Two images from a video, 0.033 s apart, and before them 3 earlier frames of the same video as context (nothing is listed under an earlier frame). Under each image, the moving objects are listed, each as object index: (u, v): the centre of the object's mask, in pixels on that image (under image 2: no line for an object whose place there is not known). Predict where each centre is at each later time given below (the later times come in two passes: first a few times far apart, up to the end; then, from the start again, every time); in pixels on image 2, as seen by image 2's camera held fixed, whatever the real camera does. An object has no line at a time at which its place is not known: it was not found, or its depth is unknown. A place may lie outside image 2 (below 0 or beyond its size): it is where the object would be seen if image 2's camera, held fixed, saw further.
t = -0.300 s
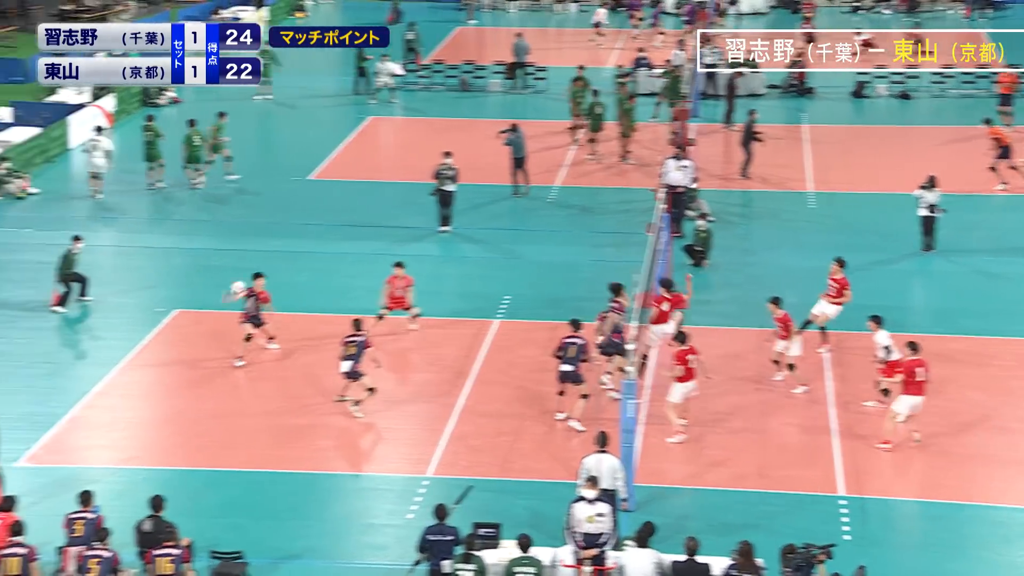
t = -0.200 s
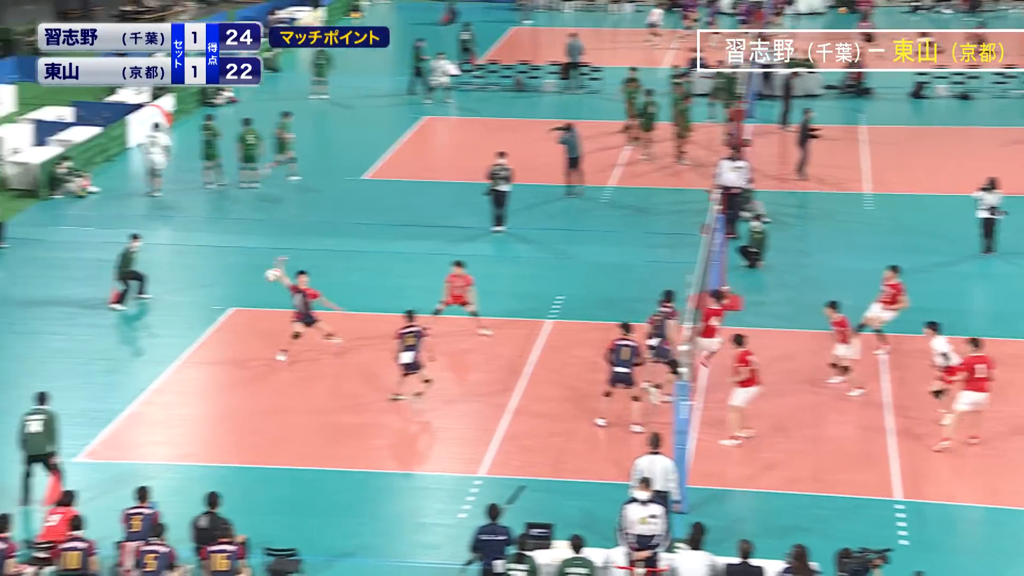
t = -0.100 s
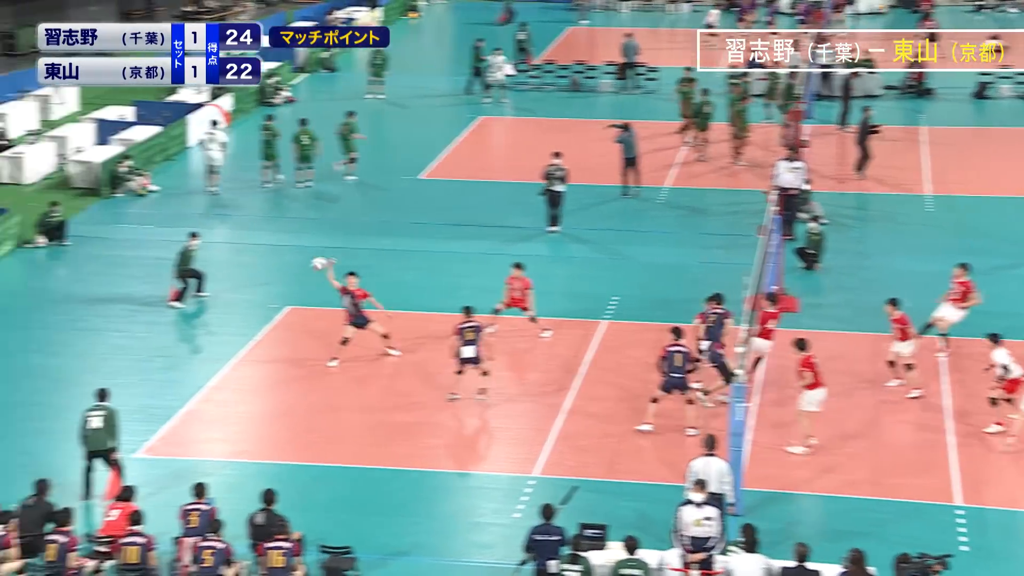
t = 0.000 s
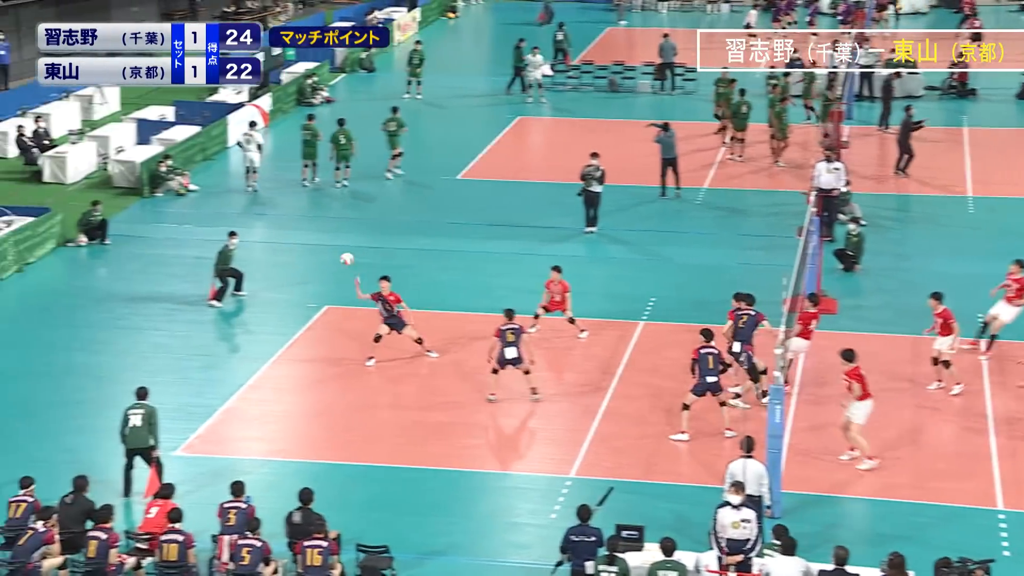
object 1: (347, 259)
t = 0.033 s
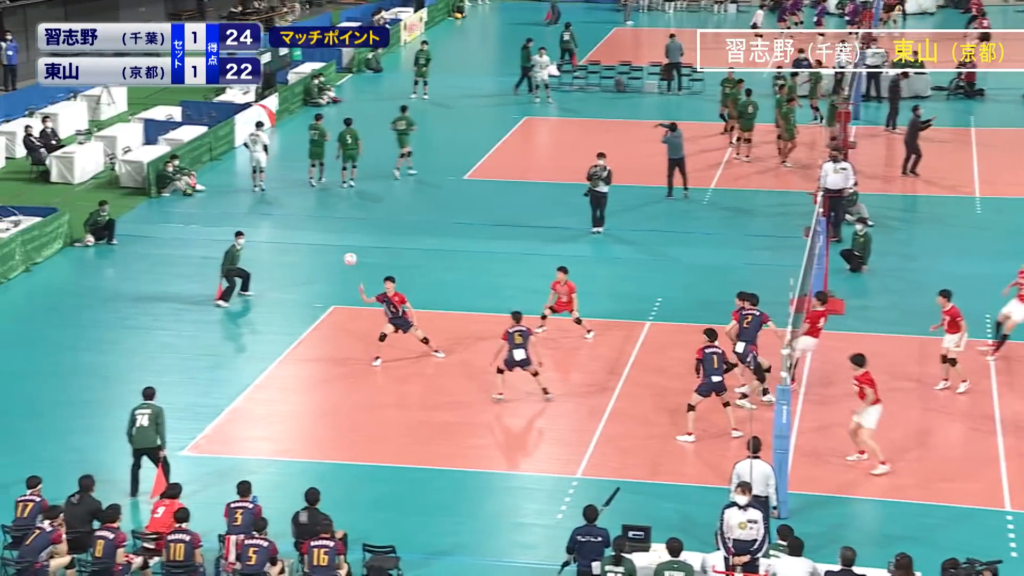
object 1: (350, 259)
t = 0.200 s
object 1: (334, 268)
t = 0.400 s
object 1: (315, 301)
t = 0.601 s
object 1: (294, 359)
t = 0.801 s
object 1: (273, 431)
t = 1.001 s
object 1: (276, 395)
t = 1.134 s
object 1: (278, 385)
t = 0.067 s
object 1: (347, 260)
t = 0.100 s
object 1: (344, 260)
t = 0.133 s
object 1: (341, 262)
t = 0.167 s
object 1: (337, 265)
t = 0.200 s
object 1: (334, 268)
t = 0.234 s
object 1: (331, 272)
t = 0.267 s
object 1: (328, 276)
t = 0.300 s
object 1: (325, 282)
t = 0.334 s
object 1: (321, 288)
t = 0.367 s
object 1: (318, 294)
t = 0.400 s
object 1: (315, 301)
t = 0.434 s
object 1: (312, 309)
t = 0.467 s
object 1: (308, 318)
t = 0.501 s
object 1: (304, 327)
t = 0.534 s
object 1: (300, 337)
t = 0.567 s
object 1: (297, 348)
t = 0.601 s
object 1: (294, 359)
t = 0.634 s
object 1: (290, 370)
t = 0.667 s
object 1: (287, 383)
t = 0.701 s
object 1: (282, 396)
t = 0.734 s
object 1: (279, 409)
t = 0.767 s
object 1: (275, 425)
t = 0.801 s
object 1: (273, 431)
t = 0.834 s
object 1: (273, 424)
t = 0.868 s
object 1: (274, 416)
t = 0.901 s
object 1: (274, 411)
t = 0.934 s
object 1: (275, 404)
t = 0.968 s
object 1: (275, 399)
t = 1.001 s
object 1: (276, 395)
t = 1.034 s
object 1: (276, 392)
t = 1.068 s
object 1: (278, 389)
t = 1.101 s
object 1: (278, 387)
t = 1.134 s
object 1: (278, 385)
